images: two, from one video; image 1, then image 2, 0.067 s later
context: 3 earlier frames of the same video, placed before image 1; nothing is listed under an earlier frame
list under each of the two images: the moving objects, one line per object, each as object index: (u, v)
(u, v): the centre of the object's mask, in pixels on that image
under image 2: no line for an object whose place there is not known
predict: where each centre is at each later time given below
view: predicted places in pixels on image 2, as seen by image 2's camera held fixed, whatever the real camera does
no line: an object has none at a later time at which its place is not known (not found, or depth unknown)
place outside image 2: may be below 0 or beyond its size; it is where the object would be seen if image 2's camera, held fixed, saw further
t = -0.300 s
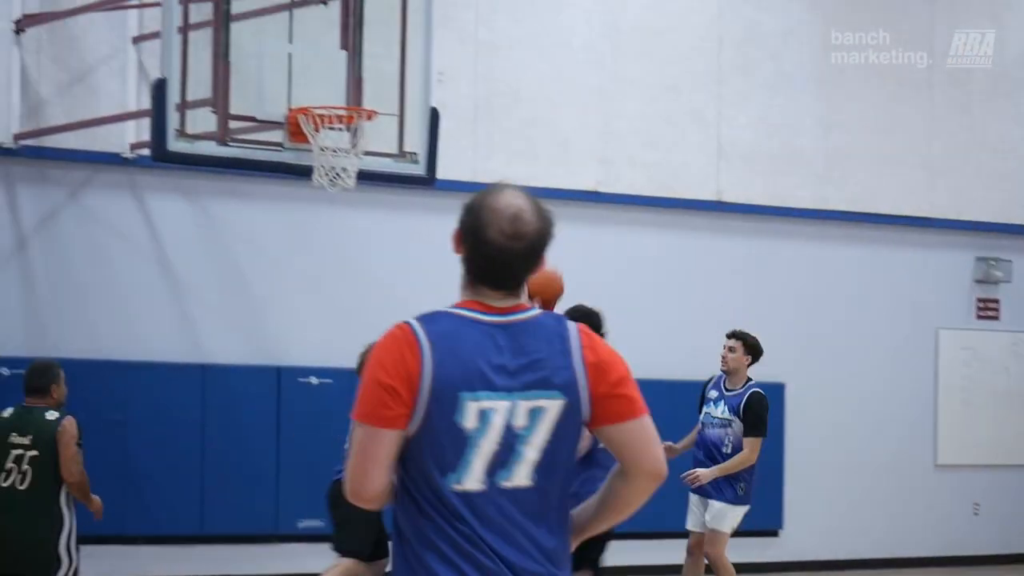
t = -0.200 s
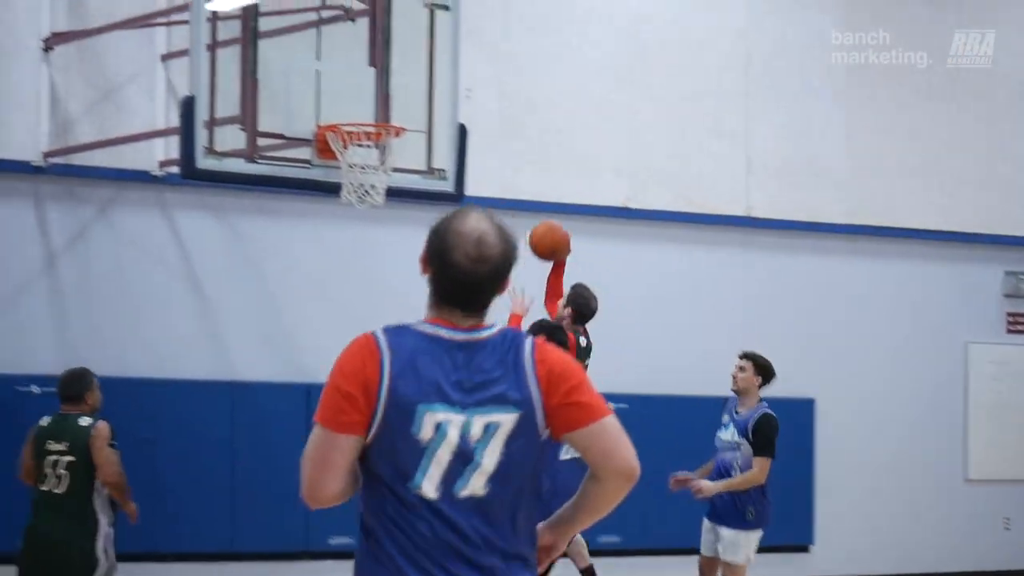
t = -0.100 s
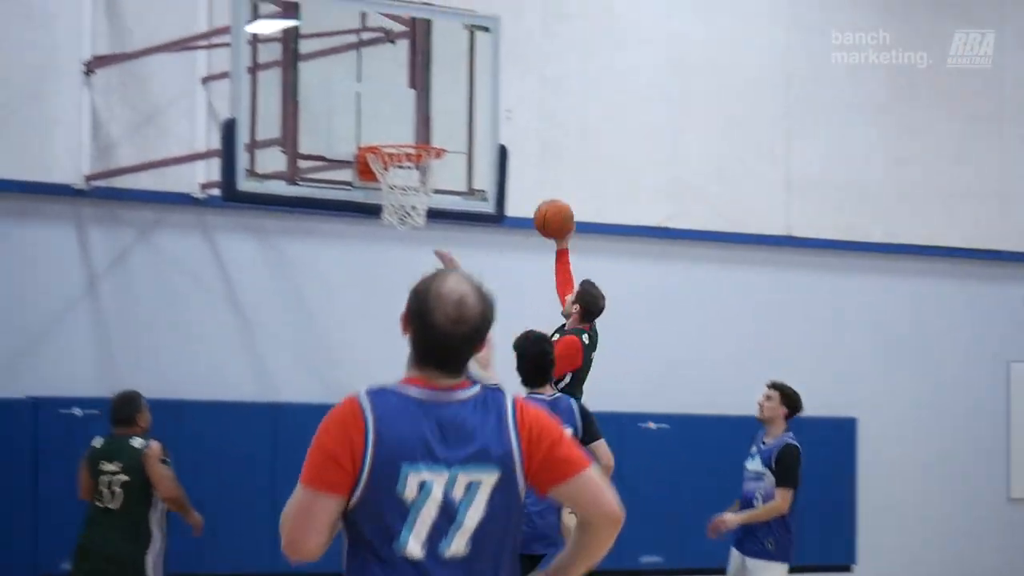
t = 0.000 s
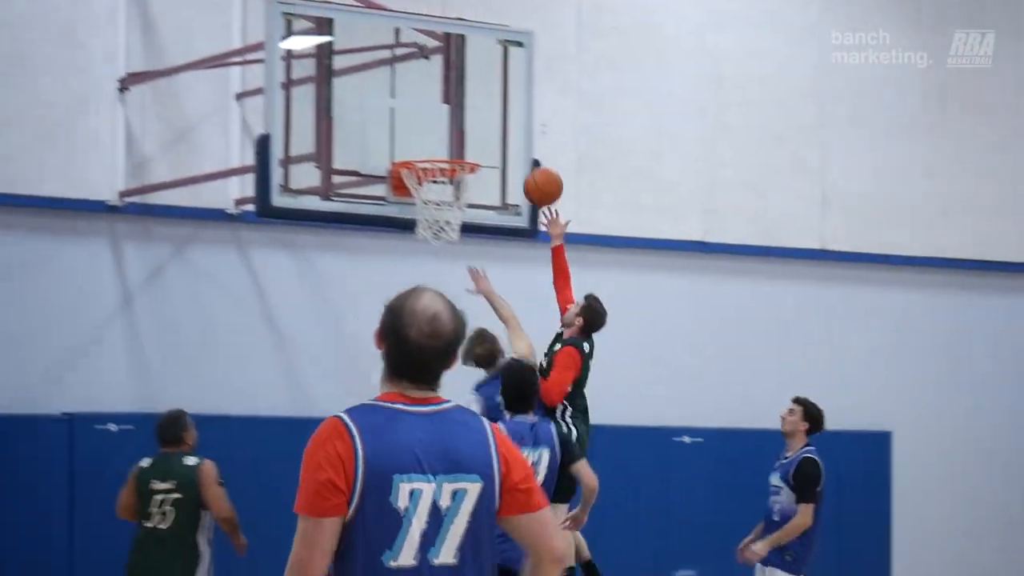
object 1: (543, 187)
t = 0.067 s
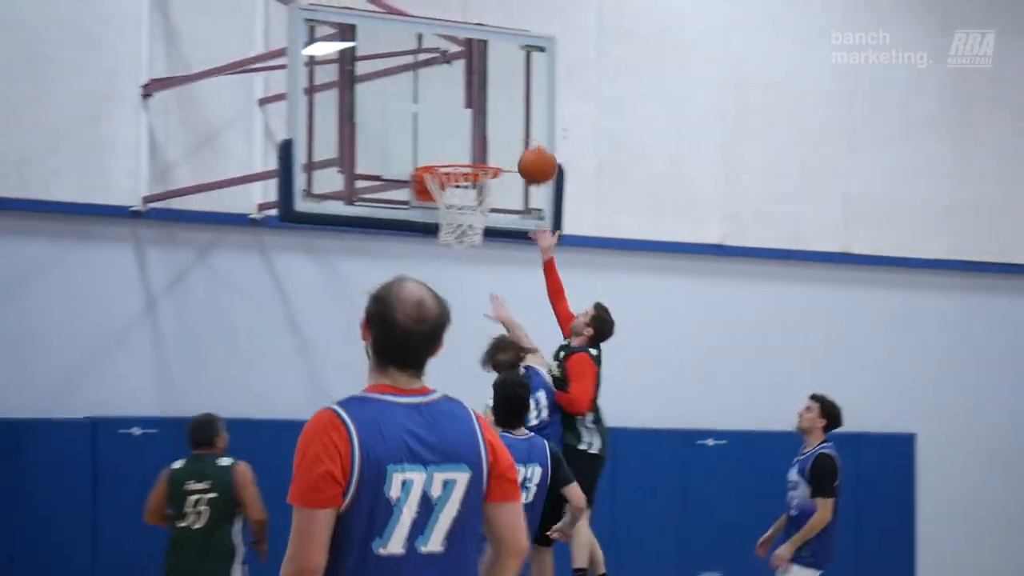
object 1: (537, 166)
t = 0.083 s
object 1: (530, 160)
